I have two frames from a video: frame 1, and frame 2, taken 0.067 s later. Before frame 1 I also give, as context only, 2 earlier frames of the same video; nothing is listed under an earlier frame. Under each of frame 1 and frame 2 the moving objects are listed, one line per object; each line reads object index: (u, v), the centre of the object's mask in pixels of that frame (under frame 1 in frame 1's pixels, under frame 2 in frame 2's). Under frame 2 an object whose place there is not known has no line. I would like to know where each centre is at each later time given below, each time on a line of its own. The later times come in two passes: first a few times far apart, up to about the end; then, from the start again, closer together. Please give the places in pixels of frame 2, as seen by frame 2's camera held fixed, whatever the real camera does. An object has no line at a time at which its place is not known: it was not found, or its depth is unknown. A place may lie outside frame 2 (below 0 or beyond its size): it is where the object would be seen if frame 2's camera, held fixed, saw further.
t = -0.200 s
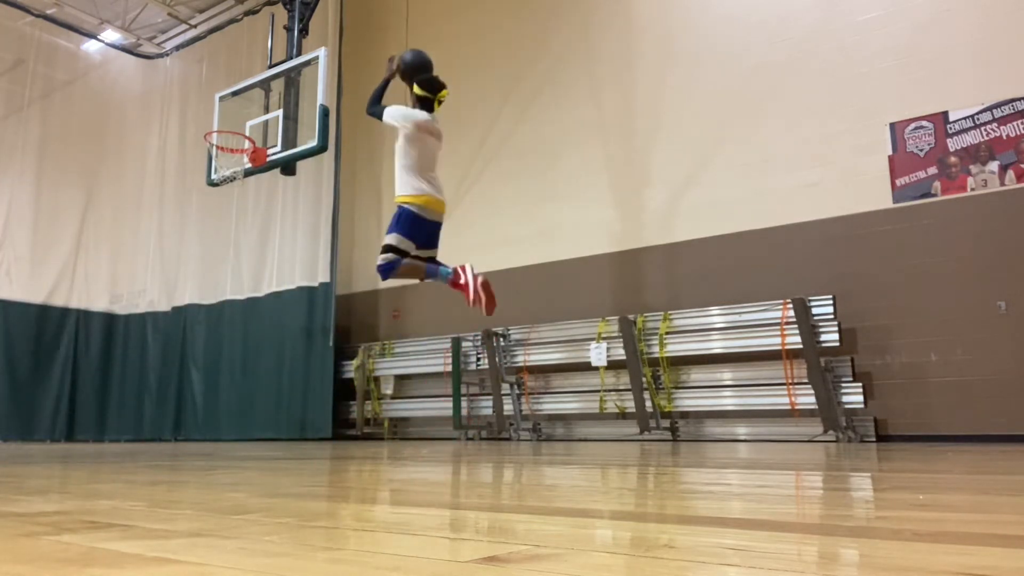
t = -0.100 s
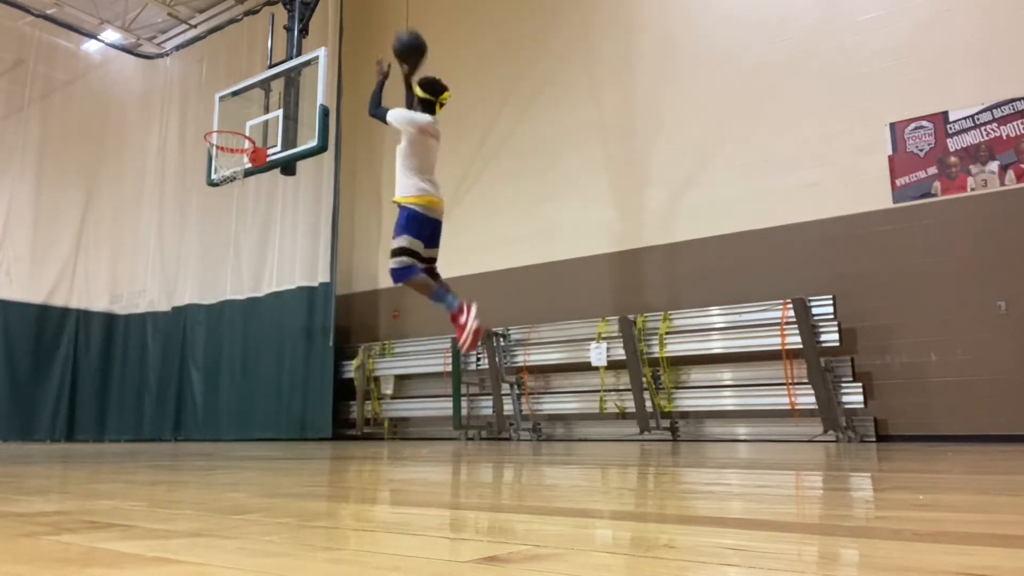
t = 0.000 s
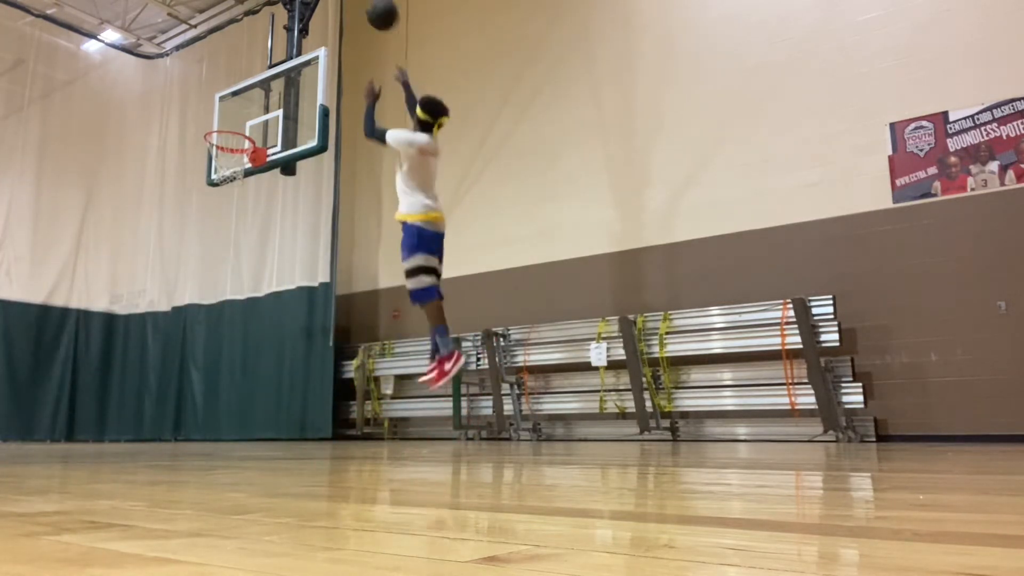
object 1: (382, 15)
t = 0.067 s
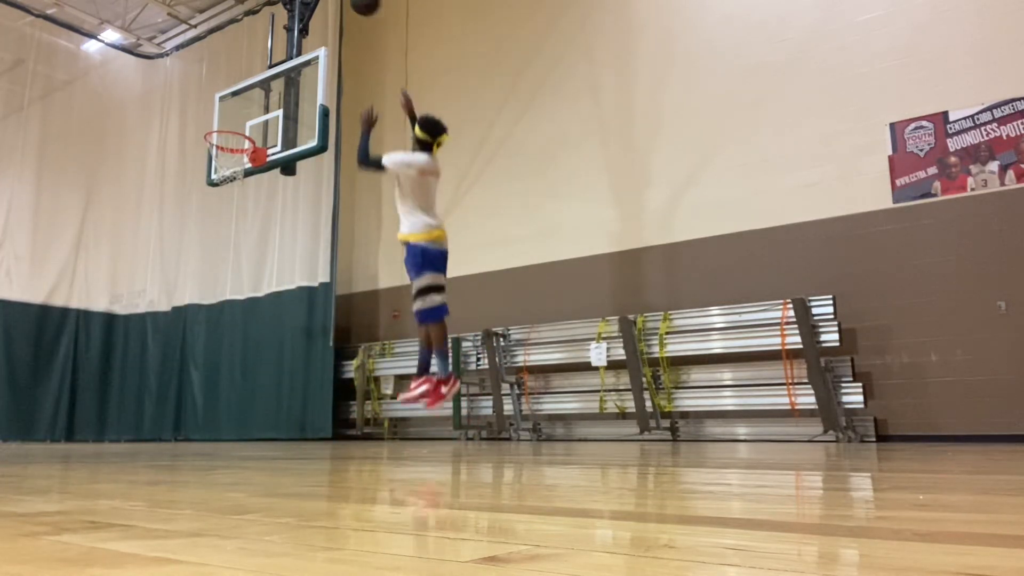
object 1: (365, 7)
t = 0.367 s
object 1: (301, 7)
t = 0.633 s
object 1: (255, 71)
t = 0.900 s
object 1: (226, 147)
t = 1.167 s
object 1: (221, 186)
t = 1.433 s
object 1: (219, 276)
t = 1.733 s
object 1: (216, 419)
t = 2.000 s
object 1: (234, 312)
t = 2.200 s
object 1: (243, 280)
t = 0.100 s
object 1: (356, 4)
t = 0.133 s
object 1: (349, 3)
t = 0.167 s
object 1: (342, 2)
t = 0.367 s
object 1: (301, 7)
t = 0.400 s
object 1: (295, 10)
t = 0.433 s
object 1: (290, 15)
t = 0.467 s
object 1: (282, 22)
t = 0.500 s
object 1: (277, 30)
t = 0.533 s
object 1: (272, 40)
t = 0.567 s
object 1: (266, 50)
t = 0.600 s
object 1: (260, 60)
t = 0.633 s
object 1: (255, 71)
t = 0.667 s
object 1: (250, 84)
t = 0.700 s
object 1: (245, 97)
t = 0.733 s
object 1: (240, 110)
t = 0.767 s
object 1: (235, 122)
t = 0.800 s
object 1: (229, 140)
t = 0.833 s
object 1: (229, 144)
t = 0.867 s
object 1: (228, 143)
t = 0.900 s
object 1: (226, 147)
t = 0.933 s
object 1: (225, 153)
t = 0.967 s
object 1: (224, 156)
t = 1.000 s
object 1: (223, 159)
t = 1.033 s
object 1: (226, 168)
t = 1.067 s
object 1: (223, 171)
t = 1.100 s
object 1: (221, 178)
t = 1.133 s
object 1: (221, 181)
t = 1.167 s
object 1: (221, 186)
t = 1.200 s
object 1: (221, 195)
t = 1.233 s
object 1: (221, 203)
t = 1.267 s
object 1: (221, 213)
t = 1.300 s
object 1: (220, 223)
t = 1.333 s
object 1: (221, 235)
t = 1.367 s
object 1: (220, 248)
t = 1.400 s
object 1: (219, 261)
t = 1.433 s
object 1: (219, 276)
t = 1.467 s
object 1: (218, 291)
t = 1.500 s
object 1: (218, 309)
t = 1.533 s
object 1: (218, 329)
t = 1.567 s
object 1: (217, 346)
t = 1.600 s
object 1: (216, 365)
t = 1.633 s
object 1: (215, 388)
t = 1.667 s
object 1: (214, 408)
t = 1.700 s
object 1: (213, 432)
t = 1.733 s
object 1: (216, 419)
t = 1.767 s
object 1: (219, 401)
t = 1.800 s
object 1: (221, 385)
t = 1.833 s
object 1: (222, 369)
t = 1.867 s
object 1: (225, 354)
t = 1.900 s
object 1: (227, 342)
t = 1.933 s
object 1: (229, 331)
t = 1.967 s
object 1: (232, 321)
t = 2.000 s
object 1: (234, 312)
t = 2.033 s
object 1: (235, 303)
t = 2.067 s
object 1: (237, 296)
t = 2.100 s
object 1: (239, 291)
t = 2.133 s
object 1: (240, 286)
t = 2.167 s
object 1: (242, 282)
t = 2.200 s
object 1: (243, 280)
